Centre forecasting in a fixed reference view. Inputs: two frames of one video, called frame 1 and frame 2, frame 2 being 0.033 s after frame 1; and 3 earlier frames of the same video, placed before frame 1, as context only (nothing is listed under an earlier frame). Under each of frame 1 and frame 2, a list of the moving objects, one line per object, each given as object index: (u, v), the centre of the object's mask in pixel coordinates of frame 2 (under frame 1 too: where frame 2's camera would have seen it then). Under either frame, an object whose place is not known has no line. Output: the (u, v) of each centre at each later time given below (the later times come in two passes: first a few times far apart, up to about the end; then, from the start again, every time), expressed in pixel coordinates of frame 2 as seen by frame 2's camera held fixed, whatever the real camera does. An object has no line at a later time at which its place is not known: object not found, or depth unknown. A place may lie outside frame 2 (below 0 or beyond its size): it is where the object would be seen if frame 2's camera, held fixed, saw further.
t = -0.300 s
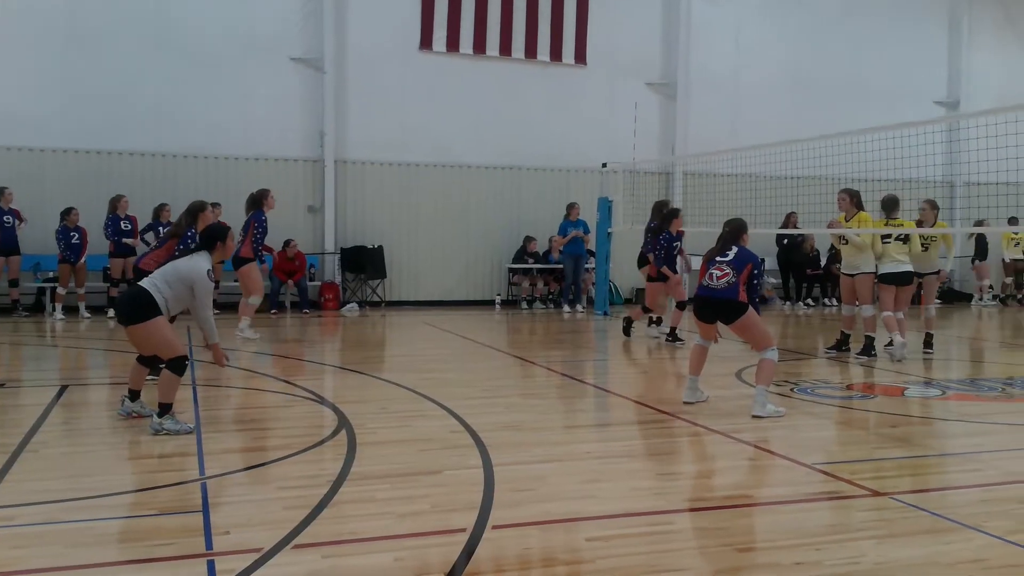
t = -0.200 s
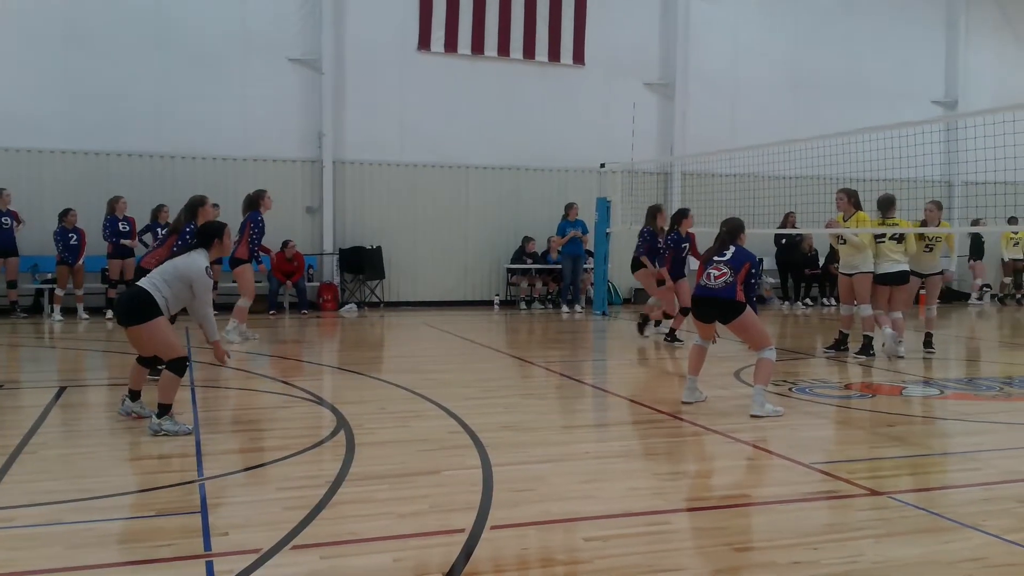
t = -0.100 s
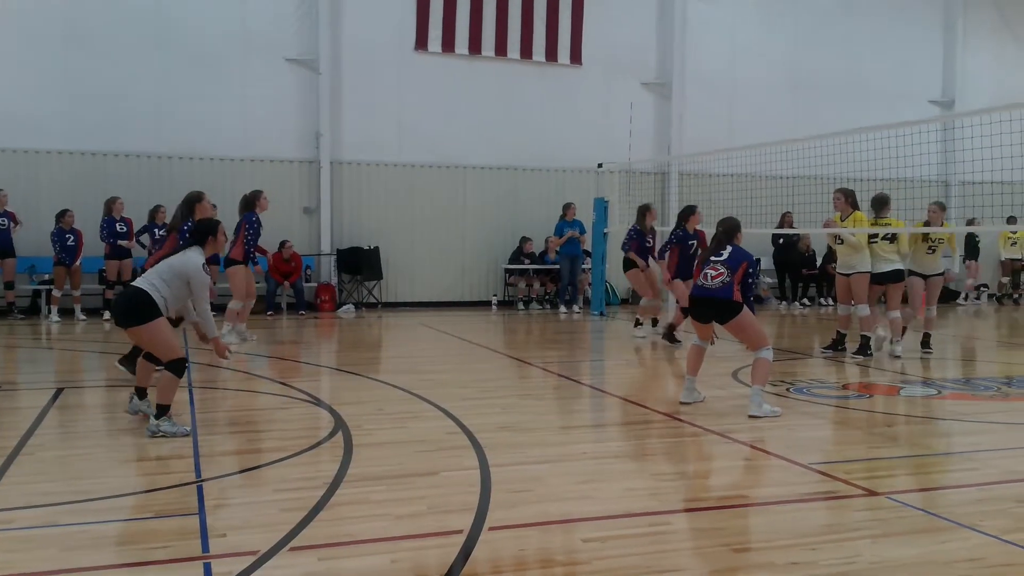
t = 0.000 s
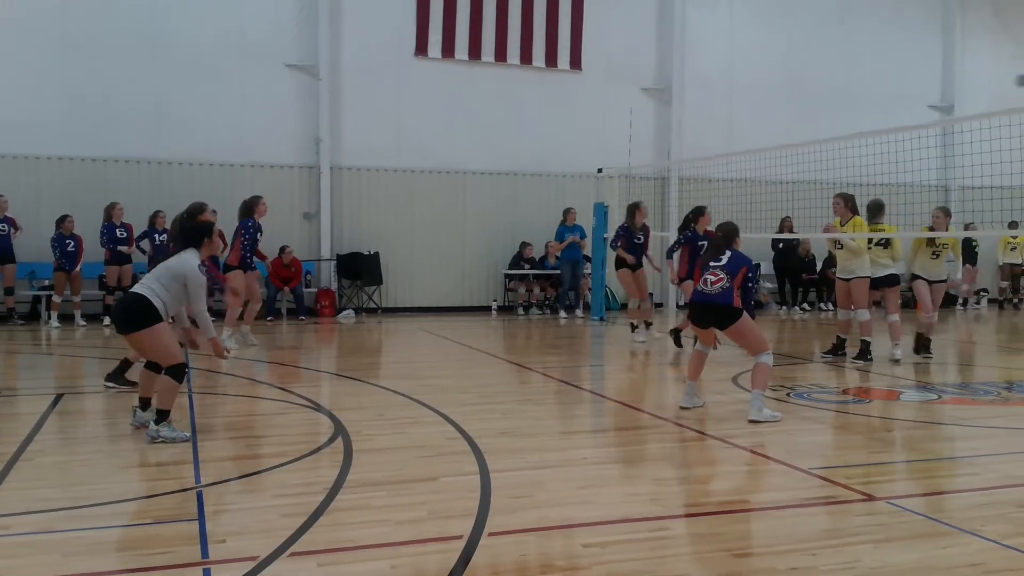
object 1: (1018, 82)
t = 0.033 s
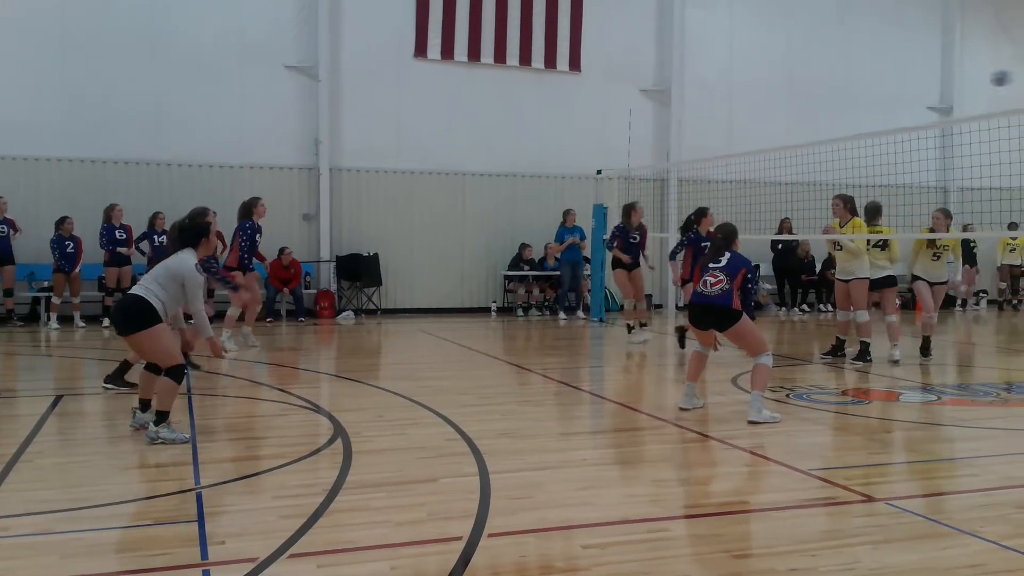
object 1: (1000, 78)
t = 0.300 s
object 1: (790, 89)
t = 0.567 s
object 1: (534, 176)
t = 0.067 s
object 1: (976, 76)
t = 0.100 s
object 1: (951, 76)
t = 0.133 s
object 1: (926, 76)
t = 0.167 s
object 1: (901, 76)
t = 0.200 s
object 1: (874, 78)
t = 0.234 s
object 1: (847, 81)
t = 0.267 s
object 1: (818, 84)
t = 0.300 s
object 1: (790, 89)
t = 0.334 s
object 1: (760, 96)
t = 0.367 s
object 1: (729, 105)
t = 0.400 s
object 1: (699, 113)
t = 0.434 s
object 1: (668, 123)
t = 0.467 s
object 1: (636, 134)
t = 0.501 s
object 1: (602, 146)
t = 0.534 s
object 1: (569, 159)
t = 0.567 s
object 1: (534, 176)
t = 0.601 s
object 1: (498, 195)
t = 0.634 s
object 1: (464, 211)
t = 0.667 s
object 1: (425, 230)
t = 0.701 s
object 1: (389, 251)
